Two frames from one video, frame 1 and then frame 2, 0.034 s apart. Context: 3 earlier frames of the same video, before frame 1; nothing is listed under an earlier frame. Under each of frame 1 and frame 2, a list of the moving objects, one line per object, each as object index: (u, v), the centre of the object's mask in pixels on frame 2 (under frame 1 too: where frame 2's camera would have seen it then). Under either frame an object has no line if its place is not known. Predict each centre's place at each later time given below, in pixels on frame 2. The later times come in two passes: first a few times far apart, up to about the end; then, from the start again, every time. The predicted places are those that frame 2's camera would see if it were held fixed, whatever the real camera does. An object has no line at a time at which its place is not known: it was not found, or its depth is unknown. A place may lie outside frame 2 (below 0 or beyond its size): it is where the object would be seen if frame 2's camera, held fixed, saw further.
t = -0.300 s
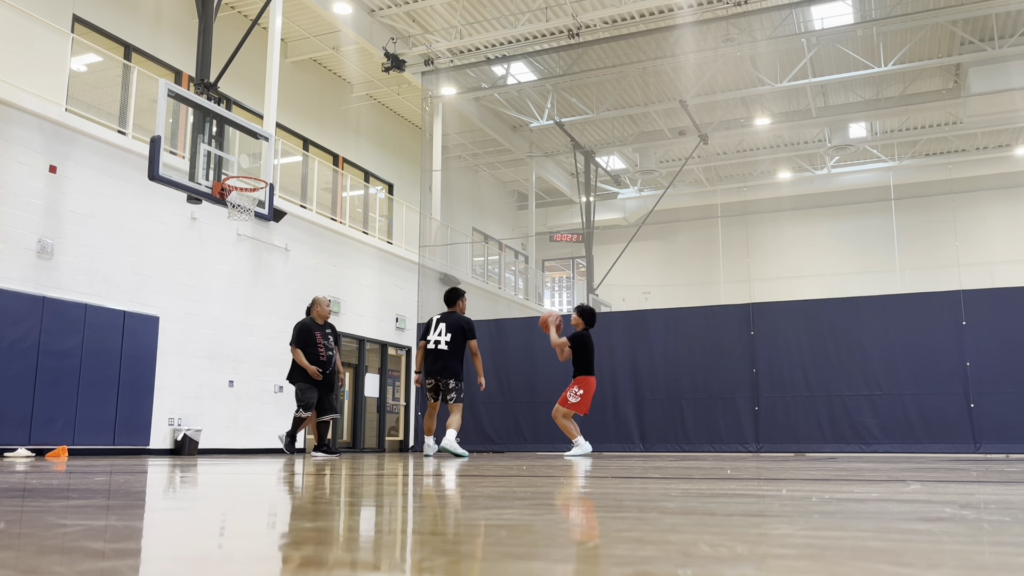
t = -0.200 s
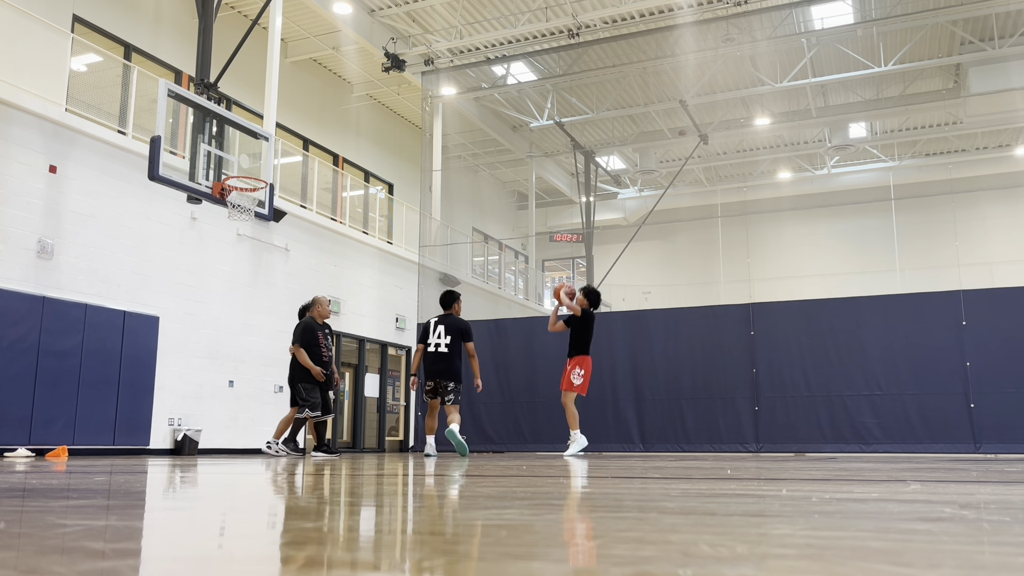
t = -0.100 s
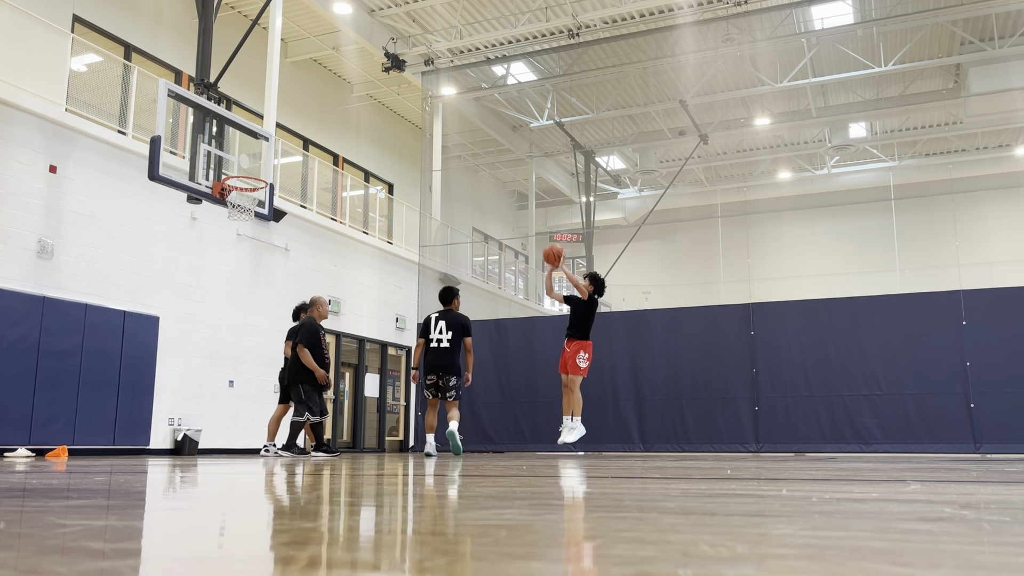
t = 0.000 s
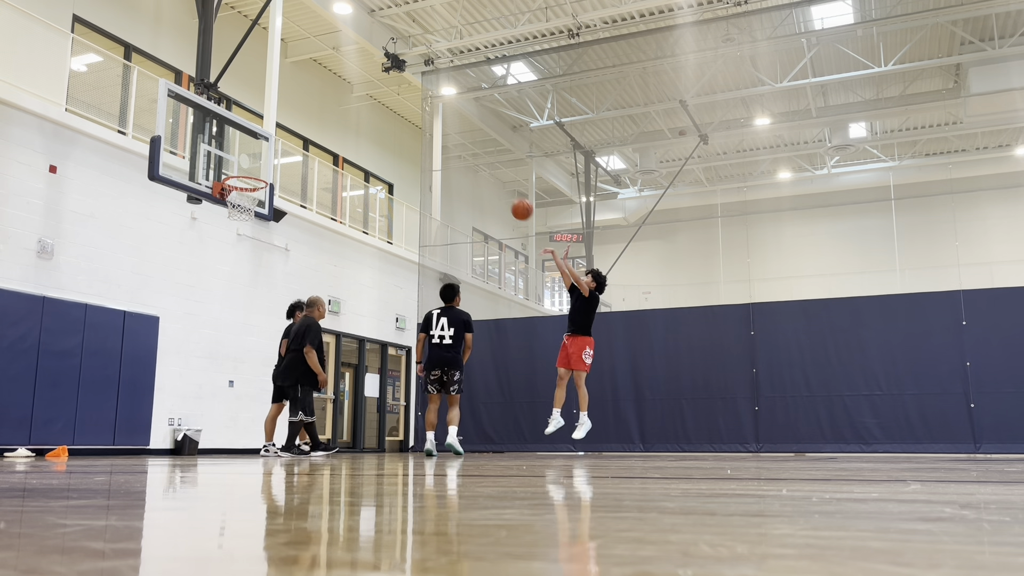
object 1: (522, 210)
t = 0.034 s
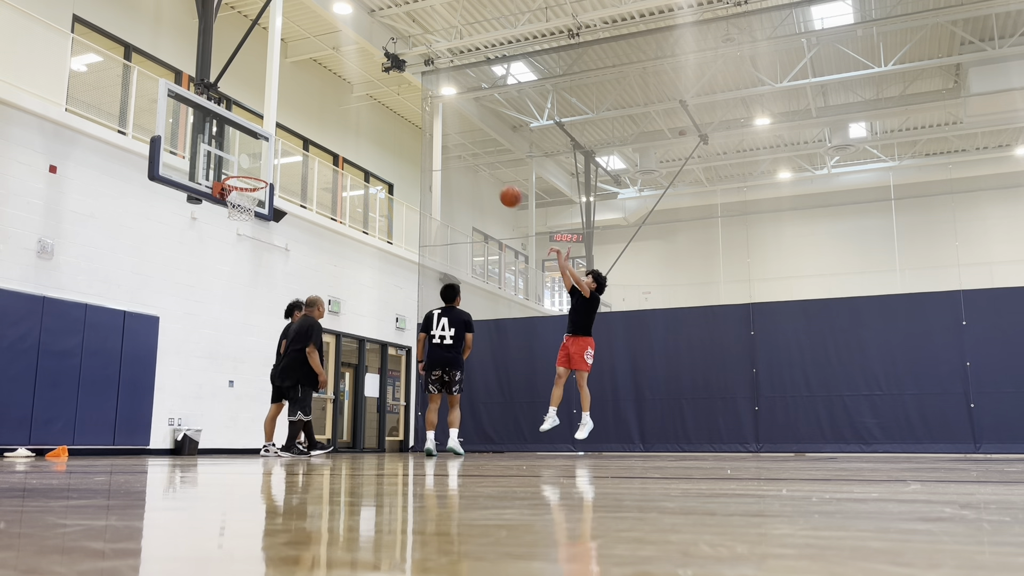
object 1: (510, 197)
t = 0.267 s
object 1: (432, 134)
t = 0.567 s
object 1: (335, 124)
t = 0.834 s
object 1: (248, 177)
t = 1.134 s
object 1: (233, 215)
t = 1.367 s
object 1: (244, 269)
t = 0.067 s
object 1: (499, 185)
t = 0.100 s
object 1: (488, 174)
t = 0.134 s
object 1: (476, 164)
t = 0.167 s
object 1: (466, 155)
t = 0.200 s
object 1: (454, 147)
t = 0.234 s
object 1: (443, 140)
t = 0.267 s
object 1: (432, 134)
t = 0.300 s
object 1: (421, 130)
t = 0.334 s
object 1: (410, 126)
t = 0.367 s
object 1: (399, 122)
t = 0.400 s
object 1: (388, 120)
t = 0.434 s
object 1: (378, 119)
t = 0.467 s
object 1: (367, 119)
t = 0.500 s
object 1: (356, 120)
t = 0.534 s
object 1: (345, 121)
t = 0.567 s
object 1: (335, 124)
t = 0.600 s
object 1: (324, 127)
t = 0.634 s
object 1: (313, 132)
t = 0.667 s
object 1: (302, 137)
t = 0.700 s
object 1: (292, 143)
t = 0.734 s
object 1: (280, 150)
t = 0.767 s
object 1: (269, 158)
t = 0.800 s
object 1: (258, 168)
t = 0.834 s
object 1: (248, 177)
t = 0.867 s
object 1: (236, 187)
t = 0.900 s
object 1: (227, 197)
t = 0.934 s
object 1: (224, 200)
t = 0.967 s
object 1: (226, 205)
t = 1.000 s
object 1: (227, 206)
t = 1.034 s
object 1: (228, 207)
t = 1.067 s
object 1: (229, 209)
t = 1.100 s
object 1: (231, 212)
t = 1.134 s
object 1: (233, 215)
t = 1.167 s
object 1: (234, 219)
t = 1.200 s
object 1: (236, 226)
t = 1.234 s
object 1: (238, 232)
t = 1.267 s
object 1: (239, 240)
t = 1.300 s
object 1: (241, 249)
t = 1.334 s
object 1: (243, 259)
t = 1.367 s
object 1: (244, 269)
